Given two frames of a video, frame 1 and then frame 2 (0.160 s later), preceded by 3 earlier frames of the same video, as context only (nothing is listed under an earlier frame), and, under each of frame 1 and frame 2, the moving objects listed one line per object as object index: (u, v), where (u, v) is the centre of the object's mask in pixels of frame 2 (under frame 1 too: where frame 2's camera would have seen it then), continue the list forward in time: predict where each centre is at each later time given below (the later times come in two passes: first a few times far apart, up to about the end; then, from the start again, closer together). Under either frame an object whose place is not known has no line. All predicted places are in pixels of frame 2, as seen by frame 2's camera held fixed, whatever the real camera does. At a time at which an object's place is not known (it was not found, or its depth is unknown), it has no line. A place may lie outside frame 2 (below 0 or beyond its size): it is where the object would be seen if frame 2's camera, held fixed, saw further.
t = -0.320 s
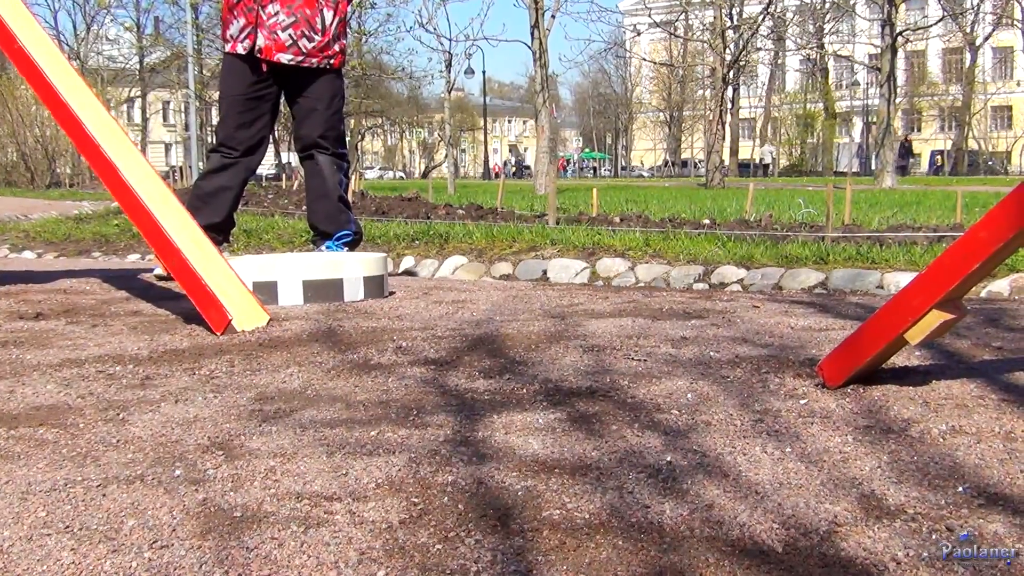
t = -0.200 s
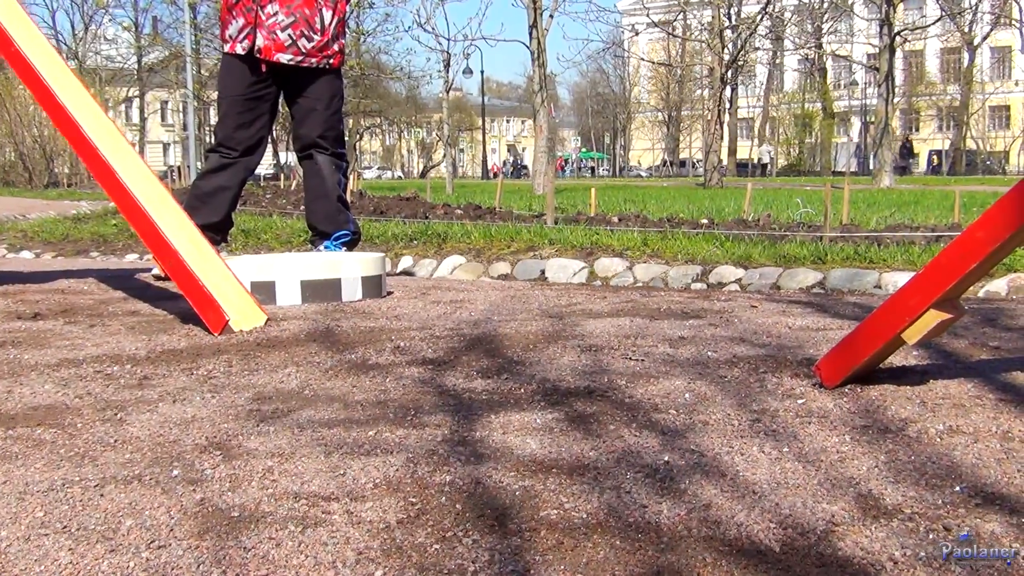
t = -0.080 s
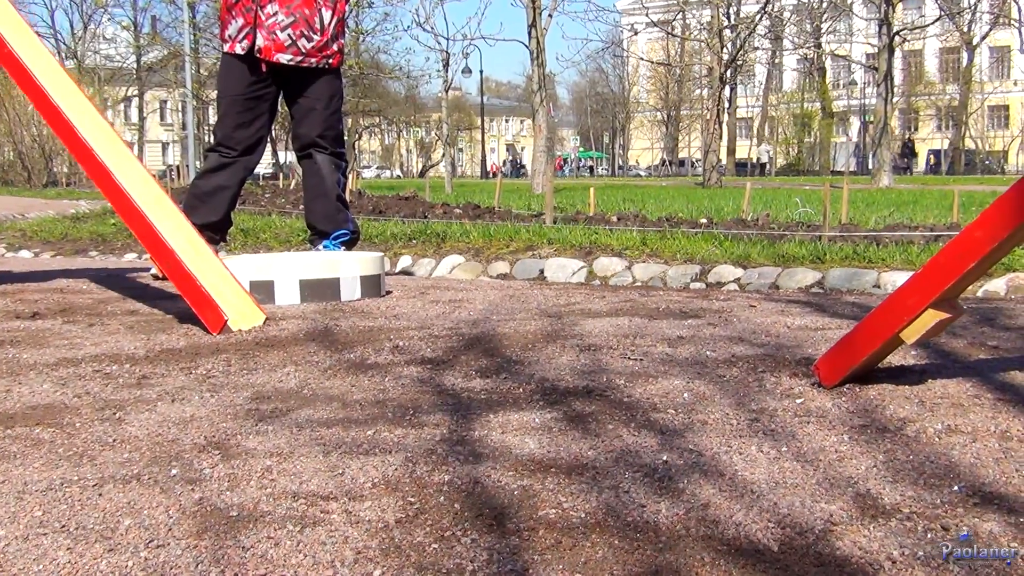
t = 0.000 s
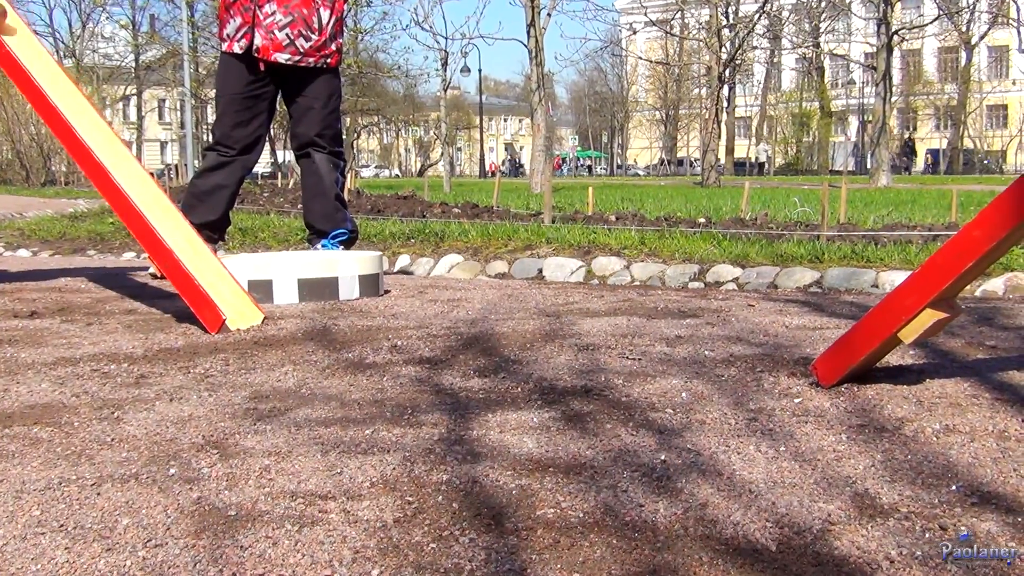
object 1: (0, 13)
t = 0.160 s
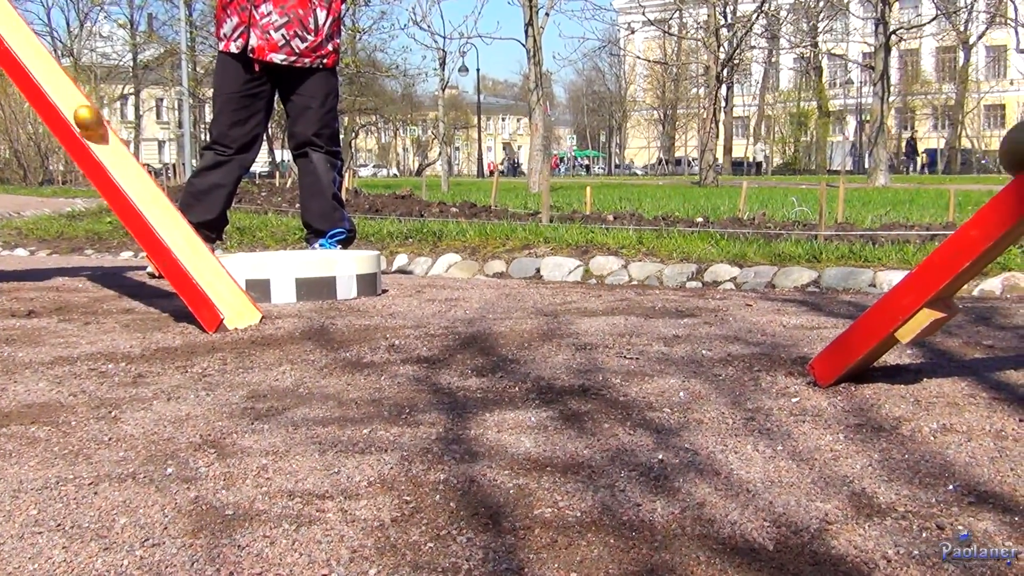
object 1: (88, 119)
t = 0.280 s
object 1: (181, 230)
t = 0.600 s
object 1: (510, 323)
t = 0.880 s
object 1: (803, 330)
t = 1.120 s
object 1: (1004, 331)
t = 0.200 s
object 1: (120, 160)
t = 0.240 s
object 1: (152, 192)
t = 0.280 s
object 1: (181, 230)
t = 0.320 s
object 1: (212, 280)
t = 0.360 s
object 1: (254, 314)
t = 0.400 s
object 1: (296, 312)
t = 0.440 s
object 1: (342, 321)
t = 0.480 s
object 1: (383, 315)
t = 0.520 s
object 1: (425, 315)
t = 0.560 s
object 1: (469, 325)
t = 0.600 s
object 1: (510, 323)
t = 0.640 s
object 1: (554, 325)
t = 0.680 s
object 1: (595, 324)
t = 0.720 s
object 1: (636, 314)
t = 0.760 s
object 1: (679, 316)
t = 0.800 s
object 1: (721, 331)
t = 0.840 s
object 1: (762, 326)
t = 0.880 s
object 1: (803, 330)
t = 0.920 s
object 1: (836, 320)
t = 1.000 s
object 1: (909, 348)
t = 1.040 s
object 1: (950, 336)
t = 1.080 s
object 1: (975, 330)
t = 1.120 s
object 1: (1004, 331)
